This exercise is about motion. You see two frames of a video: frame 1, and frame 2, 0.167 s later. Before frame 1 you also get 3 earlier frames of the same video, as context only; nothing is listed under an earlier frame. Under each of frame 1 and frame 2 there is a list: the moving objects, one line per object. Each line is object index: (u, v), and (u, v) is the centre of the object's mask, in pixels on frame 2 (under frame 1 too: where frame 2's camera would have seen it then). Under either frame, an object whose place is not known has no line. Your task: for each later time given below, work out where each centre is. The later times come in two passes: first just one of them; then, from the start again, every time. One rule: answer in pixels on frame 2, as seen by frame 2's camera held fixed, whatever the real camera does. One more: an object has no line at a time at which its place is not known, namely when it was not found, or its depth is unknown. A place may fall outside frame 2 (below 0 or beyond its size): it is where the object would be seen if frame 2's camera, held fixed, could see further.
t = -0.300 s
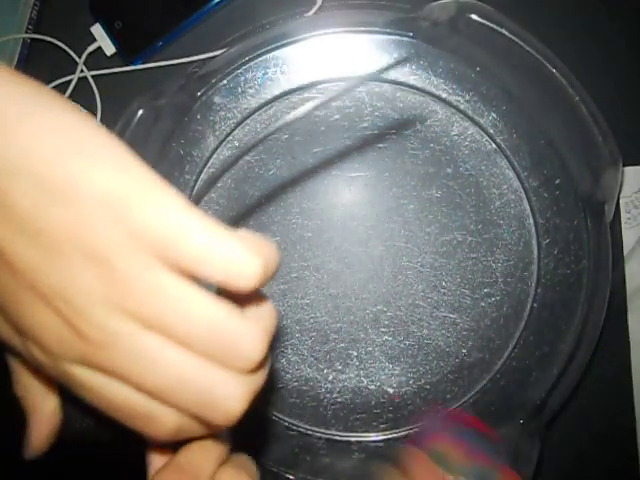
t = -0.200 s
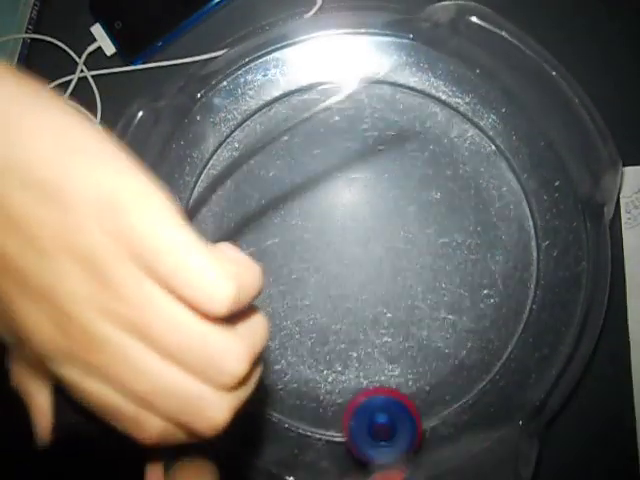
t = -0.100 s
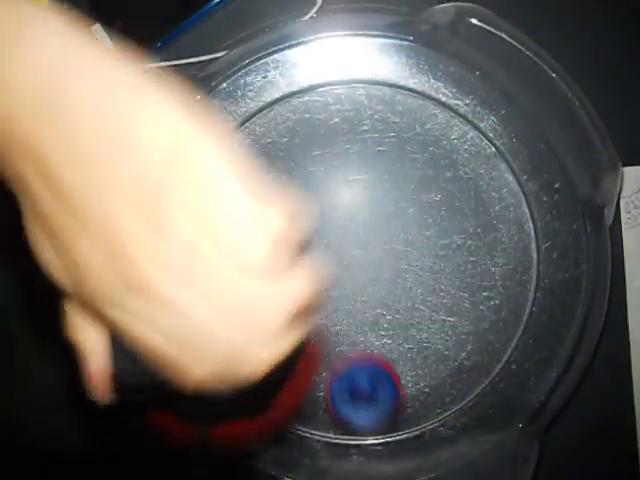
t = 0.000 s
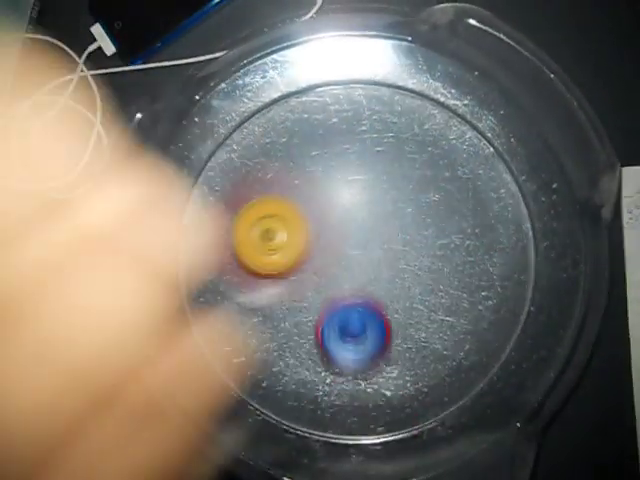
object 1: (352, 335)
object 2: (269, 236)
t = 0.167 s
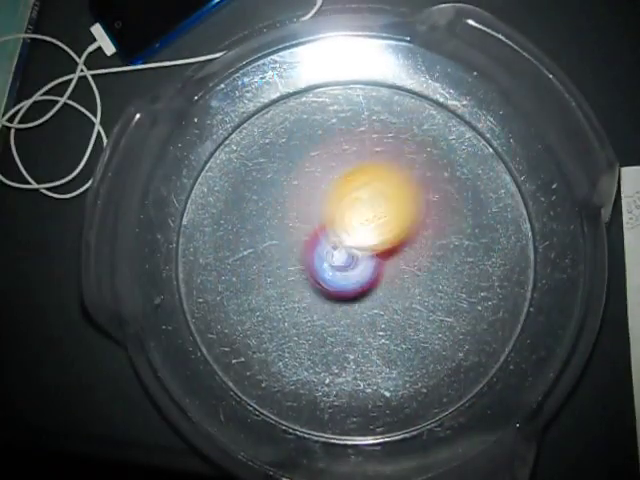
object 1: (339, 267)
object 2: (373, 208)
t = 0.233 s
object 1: (317, 258)
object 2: (427, 180)
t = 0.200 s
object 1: (331, 260)
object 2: (403, 193)
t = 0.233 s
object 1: (317, 258)
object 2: (427, 180)
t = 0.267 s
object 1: (305, 255)
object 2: (448, 168)
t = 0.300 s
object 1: (292, 254)
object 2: (459, 163)
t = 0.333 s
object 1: (283, 252)
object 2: (466, 160)
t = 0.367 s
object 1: (277, 254)
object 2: (470, 159)
